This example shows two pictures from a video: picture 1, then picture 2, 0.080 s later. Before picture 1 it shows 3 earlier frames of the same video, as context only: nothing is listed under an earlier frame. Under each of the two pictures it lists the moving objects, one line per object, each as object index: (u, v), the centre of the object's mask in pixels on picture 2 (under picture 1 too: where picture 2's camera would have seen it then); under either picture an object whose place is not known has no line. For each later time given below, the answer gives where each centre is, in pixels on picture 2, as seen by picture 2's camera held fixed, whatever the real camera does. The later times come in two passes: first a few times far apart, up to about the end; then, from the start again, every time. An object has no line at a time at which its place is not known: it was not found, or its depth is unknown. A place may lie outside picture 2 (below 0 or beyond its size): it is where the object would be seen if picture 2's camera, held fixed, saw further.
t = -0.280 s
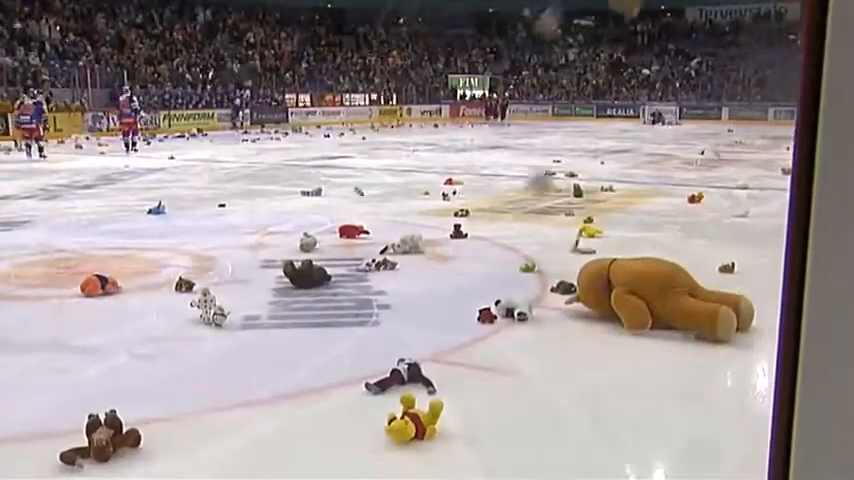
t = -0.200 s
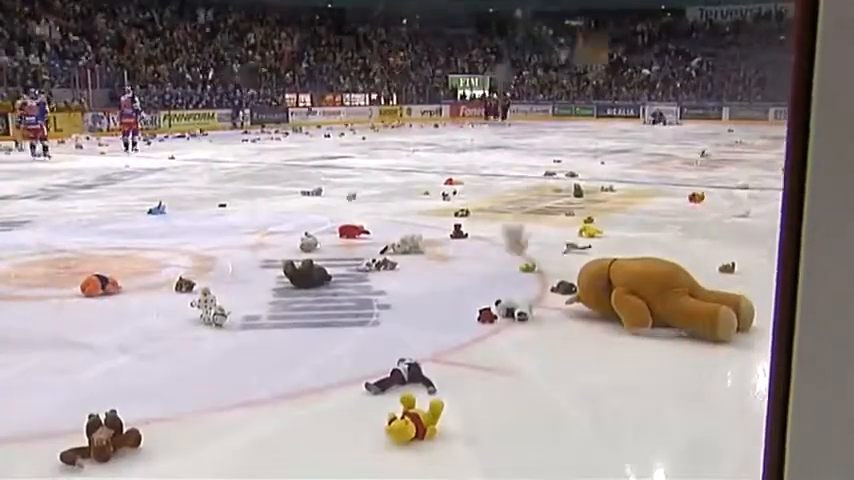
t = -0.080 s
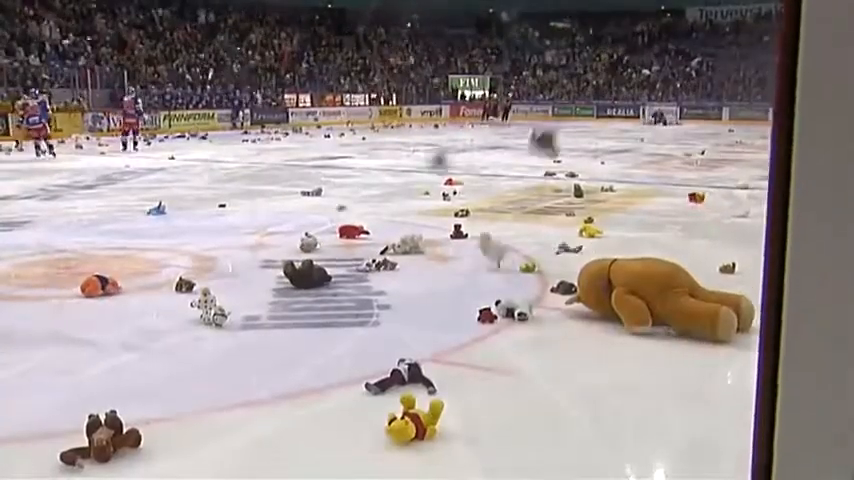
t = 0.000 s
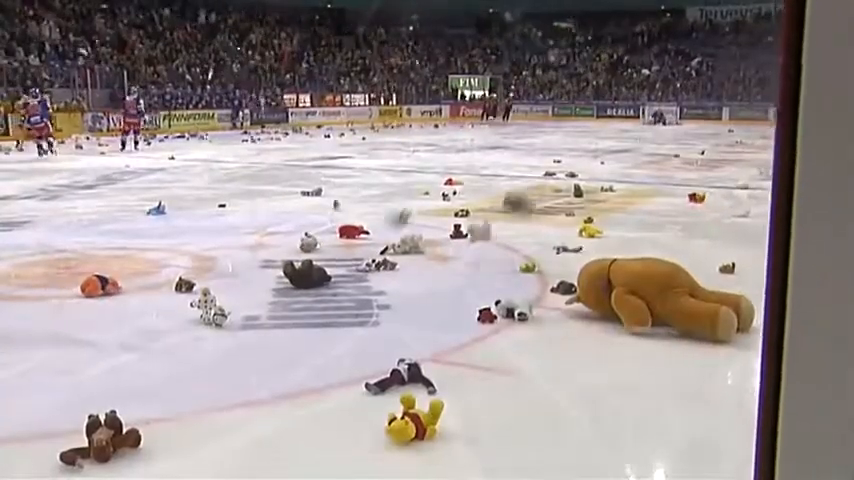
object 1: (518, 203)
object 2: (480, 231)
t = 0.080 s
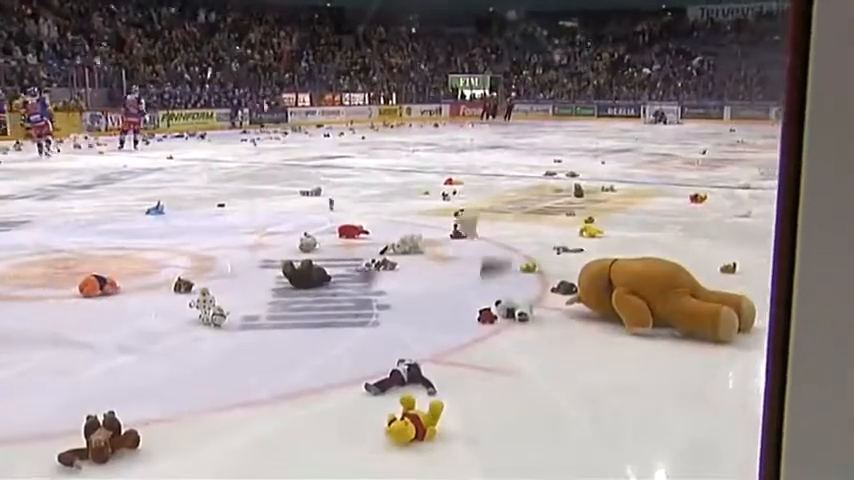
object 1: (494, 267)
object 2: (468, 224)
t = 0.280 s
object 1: (465, 287)
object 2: (441, 229)
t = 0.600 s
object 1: (444, 295)
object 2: (411, 228)
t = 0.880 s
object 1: (434, 299)
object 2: (394, 230)
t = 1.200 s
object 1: (431, 301)
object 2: (389, 231)
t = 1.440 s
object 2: (388, 231)
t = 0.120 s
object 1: (481, 299)
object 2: (462, 221)
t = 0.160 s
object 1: (472, 305)
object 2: (457, 221)
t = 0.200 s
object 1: (472, 297)
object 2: (453, 223)
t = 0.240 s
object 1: (469, 291)
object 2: (447, 225)
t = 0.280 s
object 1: (465, 287)
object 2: (441, 229)
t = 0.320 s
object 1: (461, 284)
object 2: (435, 233)
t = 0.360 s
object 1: (457, 283)
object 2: (432, 239)
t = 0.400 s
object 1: (454, 284)
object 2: (428, 241)
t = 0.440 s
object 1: (451, 287)
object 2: (426, 239)
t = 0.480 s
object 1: (449, 291)
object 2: (423, 237)
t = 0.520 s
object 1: (445, 298)
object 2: (420, 236)
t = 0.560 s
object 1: (444, 297)
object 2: (414, 231)
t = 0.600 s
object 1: (444, 295)
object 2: (411, 228)
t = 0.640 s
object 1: (443, 294)
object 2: (405, 229)
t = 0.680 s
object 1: (441, 296)
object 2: (402, 229)
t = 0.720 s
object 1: (440, 297)
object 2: (400, 229)
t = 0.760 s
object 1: (439, 299)
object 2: (398, 229)
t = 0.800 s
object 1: (438, 300)
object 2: (396, 229)
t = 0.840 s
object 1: (436, 300)
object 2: (395, 230)
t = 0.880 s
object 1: (434, 299)
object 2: (394, 230)
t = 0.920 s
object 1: (433, 299)
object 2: (393, 230)
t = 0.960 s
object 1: (432, 300)
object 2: (391, 231)
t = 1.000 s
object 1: (431, 300)
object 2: (390, 230)
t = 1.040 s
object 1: (431, 300)
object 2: (390, 230)
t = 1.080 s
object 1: (431, 300)
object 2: (390, 231)
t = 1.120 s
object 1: (431, 300)
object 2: (390, 231)
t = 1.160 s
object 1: (431, 301)
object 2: (390, 231)
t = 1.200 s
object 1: (431, 301)
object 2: (389, 231)
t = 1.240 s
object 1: (431, 301)
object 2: (389, 231)
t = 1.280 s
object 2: (388, 231)
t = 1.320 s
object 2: (388, 231)
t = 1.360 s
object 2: (388, 231)
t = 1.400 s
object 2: (388, 231)
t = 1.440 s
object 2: (388, 231)
